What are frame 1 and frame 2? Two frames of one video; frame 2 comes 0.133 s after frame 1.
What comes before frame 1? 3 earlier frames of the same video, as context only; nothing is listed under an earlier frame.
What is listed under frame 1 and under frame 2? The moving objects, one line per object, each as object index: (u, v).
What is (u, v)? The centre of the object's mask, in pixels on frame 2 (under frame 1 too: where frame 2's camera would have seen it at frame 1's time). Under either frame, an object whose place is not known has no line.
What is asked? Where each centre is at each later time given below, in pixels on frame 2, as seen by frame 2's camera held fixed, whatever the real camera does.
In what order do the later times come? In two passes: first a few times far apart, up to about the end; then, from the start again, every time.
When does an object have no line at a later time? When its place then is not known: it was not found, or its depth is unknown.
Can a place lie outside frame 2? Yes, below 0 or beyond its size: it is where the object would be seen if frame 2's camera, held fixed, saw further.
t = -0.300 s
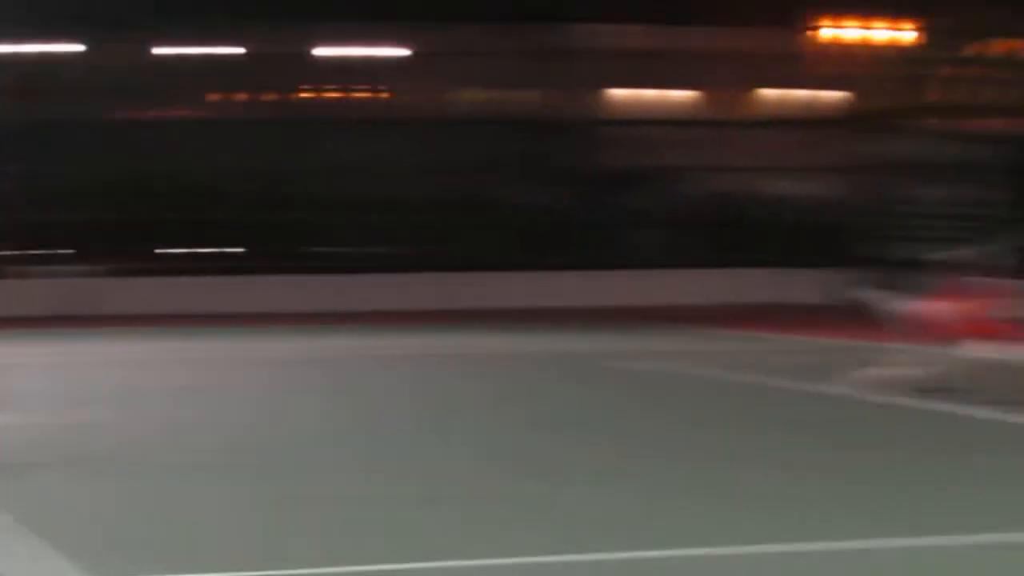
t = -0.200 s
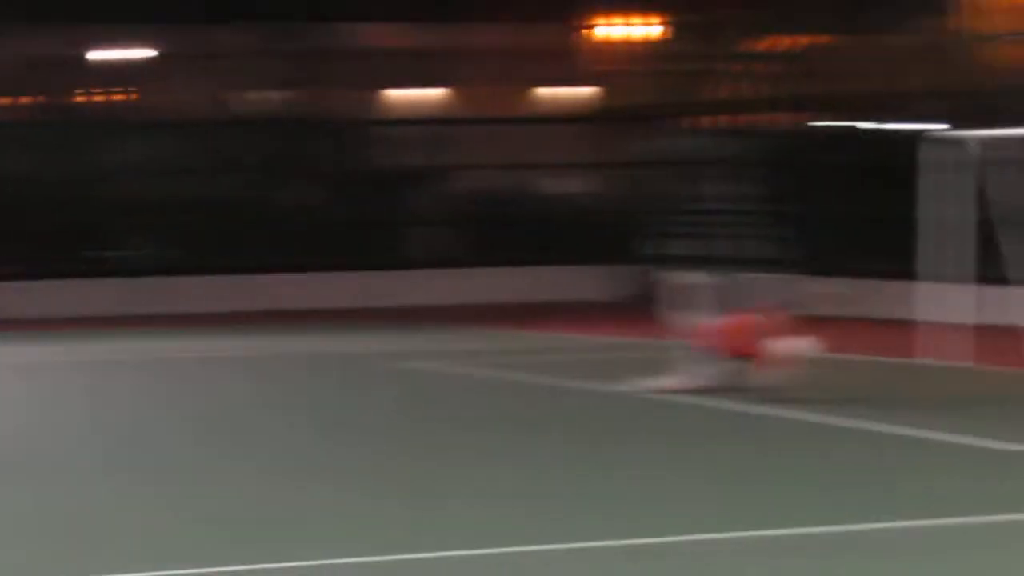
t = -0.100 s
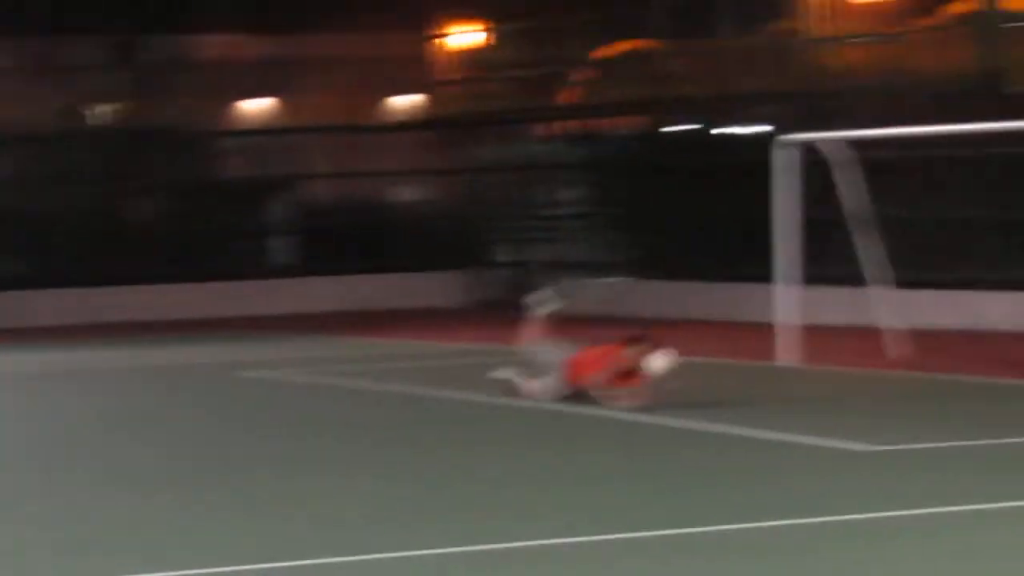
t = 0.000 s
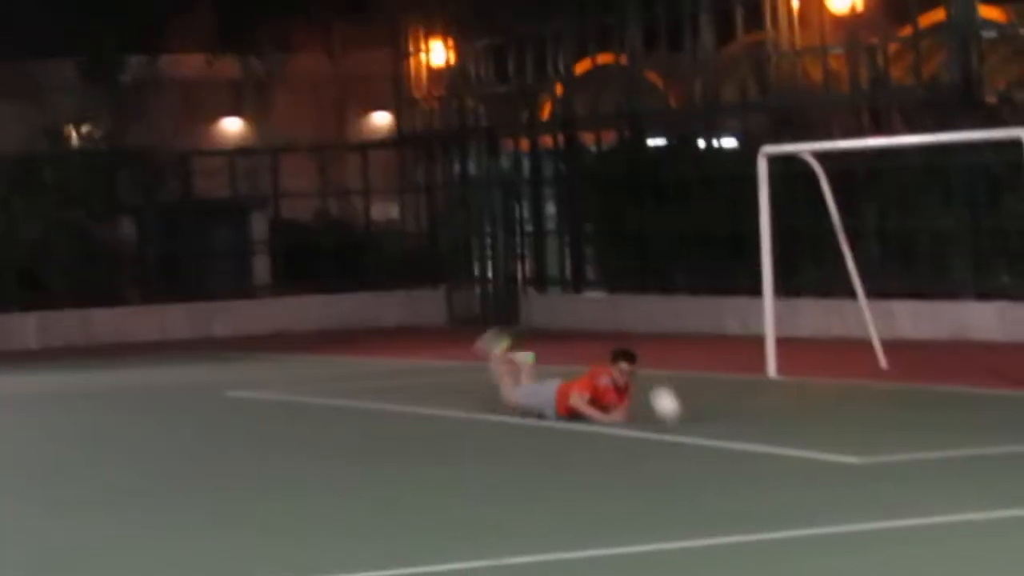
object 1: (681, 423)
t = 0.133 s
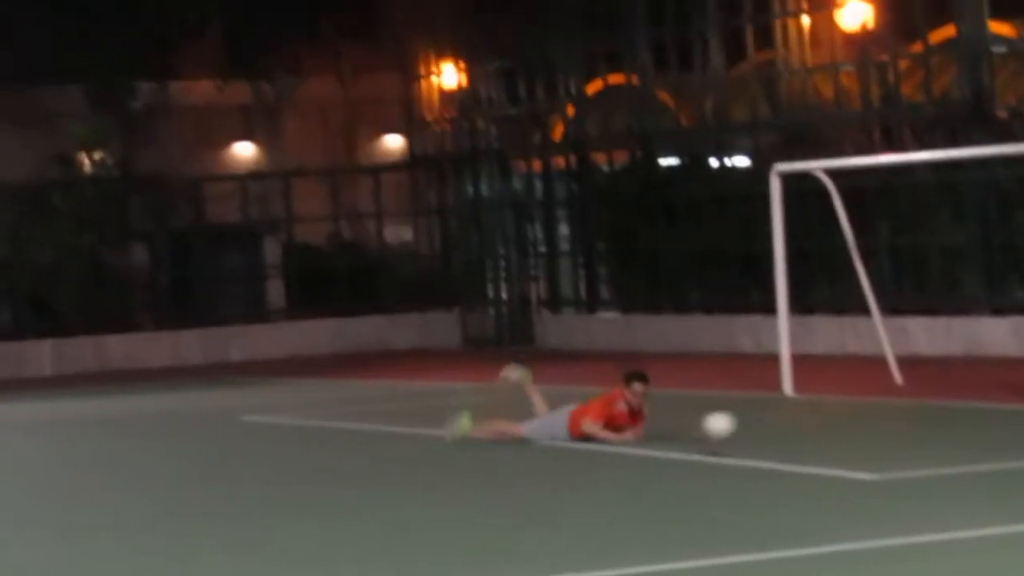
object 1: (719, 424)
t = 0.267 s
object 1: (761, 410)
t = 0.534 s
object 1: (851, 444)
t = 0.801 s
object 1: (944, 433)
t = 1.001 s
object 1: (1019, 437)
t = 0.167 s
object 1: (730, 418)
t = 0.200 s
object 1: (741, 414)
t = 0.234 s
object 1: (751, 411)
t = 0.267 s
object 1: (761, 410)
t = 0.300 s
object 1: (772, 410)
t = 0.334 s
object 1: (783, 412)
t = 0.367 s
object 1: (794, 416)
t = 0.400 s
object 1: (806, 421)
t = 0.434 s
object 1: (817, 428)
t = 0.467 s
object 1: (828, 437)
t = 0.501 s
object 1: (839, 445)
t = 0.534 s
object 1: (851, 444)
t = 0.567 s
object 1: (862, 436)
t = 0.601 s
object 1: (873, 430)
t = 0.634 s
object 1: (884, 426)
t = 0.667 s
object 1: (896, 424)
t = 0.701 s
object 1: (907, 424)
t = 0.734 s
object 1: (919, 426)
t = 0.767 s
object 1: (931, 428)
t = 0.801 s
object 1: (944, 433)
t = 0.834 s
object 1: (956, 439)
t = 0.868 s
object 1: (968, 447)
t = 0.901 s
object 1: (982, 453)
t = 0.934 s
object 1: (994, 448)
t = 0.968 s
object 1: (1006, 441)
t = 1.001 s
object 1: (1019, 437)
